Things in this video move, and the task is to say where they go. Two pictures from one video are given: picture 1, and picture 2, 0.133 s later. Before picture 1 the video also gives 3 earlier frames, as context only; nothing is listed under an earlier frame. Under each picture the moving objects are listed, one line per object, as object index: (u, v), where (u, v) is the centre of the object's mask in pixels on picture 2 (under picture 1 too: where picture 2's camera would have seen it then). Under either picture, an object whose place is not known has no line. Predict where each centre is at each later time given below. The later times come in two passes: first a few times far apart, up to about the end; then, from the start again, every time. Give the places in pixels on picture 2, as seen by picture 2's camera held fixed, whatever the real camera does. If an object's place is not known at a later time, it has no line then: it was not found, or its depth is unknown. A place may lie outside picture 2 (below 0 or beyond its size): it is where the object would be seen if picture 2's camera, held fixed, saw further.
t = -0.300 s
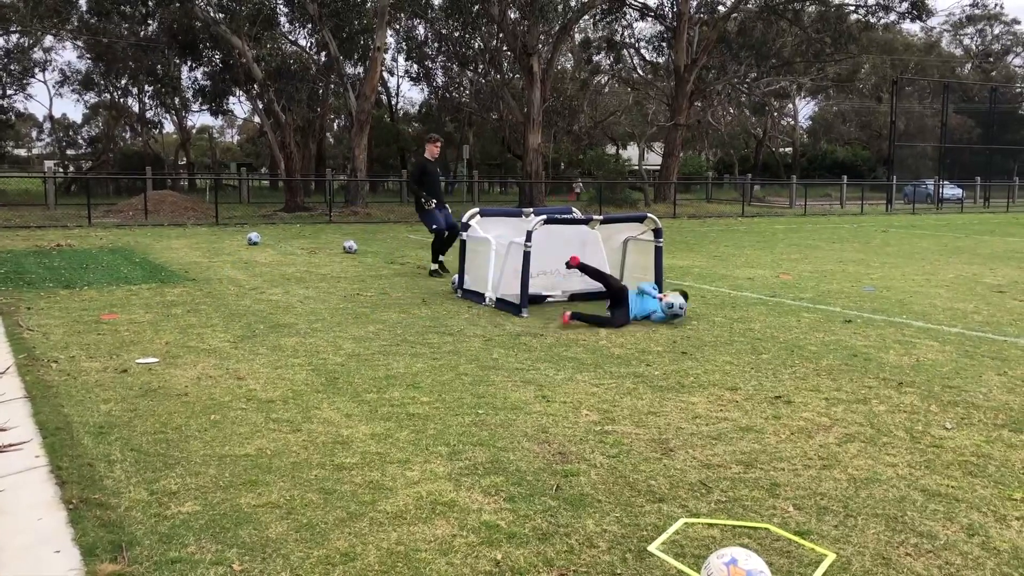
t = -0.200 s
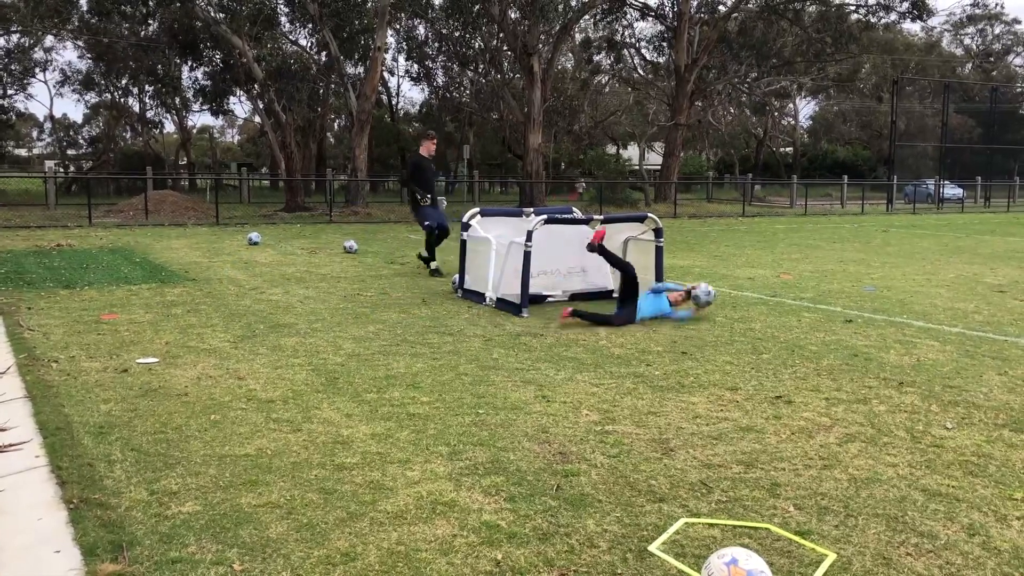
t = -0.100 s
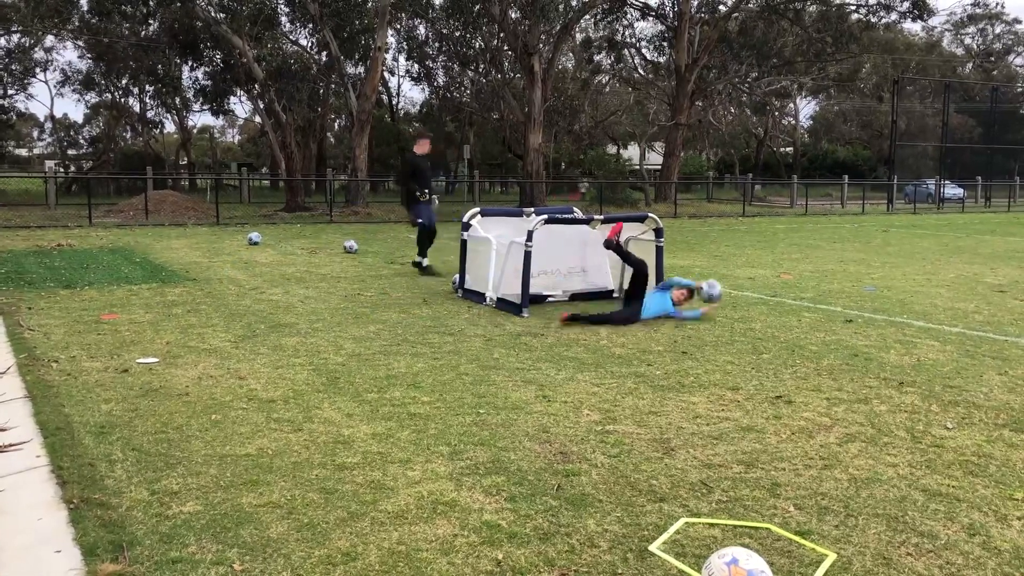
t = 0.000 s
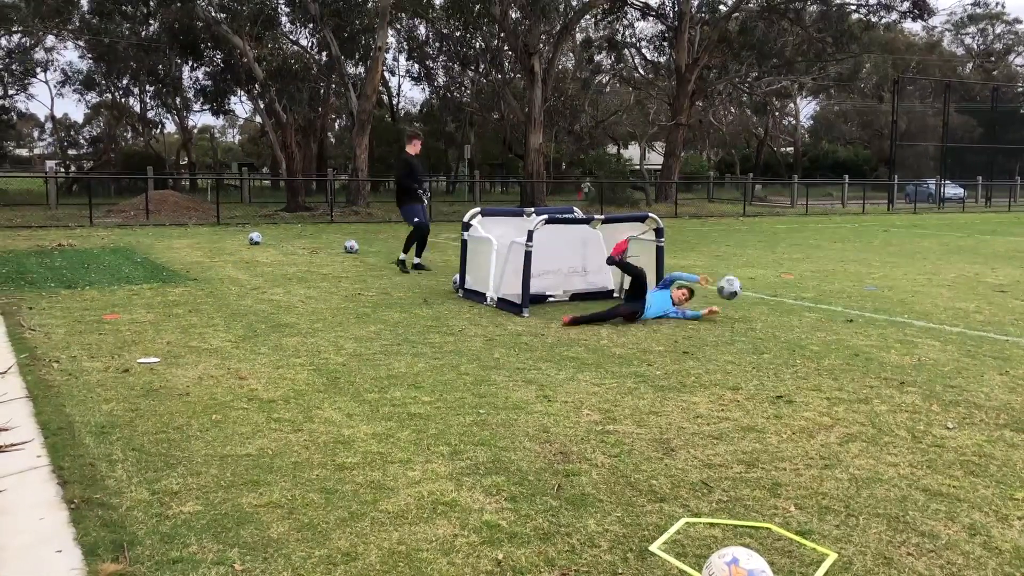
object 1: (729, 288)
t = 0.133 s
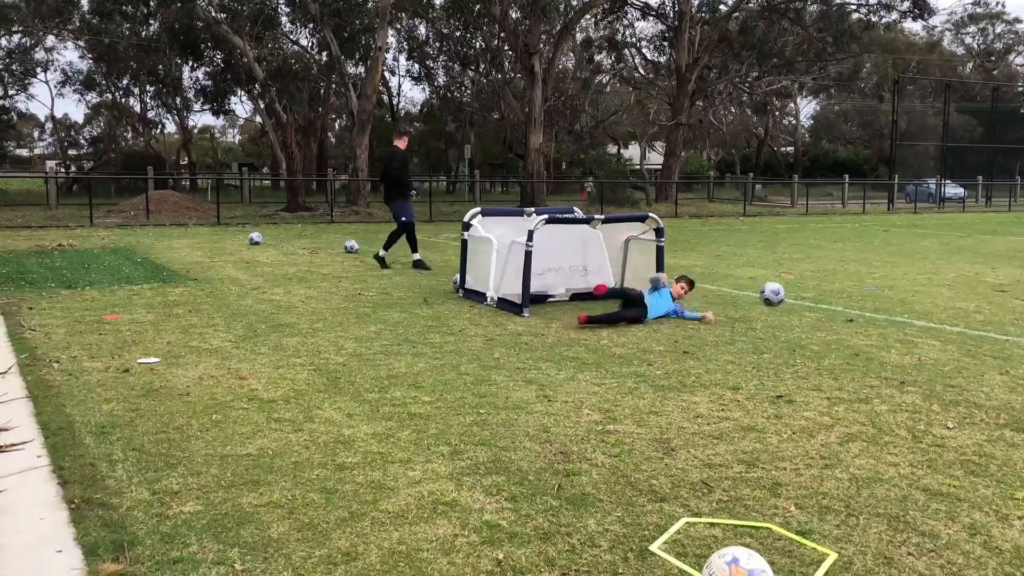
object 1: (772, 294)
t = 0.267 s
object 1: (817, 322)
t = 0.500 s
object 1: (868, 325)
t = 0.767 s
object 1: (930, 334)
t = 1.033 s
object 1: (995, 341)
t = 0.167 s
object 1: (783, 299)
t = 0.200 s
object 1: (795, 305)
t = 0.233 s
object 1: (806, 313)
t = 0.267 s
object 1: (817, 322)
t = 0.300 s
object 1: (825, 320)
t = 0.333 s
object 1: (832, 318)
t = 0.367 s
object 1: (840, 317)
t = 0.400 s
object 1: (847, 317)
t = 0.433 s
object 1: (854, 318)
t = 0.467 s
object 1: (861, 321)
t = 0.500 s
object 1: (868, 325)
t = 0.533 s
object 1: (875, 329)
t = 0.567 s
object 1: (884, 328)
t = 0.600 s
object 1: (891, 328)
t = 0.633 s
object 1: (899, 328)
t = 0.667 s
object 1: (908, 331)
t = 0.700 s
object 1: (915, 333)
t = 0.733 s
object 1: (922, 333)
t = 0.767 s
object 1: (930, 334)
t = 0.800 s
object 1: (938, 335)
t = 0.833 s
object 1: (946, 337)
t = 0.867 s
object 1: (954, 337)
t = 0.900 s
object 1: (962, 338)
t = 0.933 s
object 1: (970, 340)
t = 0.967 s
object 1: (978, 339)
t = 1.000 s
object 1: (987, 340)
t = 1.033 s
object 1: (995, 341)
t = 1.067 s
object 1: (1003, 343)
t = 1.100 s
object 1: (1010, 344)
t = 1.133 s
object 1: (1018, 345)
